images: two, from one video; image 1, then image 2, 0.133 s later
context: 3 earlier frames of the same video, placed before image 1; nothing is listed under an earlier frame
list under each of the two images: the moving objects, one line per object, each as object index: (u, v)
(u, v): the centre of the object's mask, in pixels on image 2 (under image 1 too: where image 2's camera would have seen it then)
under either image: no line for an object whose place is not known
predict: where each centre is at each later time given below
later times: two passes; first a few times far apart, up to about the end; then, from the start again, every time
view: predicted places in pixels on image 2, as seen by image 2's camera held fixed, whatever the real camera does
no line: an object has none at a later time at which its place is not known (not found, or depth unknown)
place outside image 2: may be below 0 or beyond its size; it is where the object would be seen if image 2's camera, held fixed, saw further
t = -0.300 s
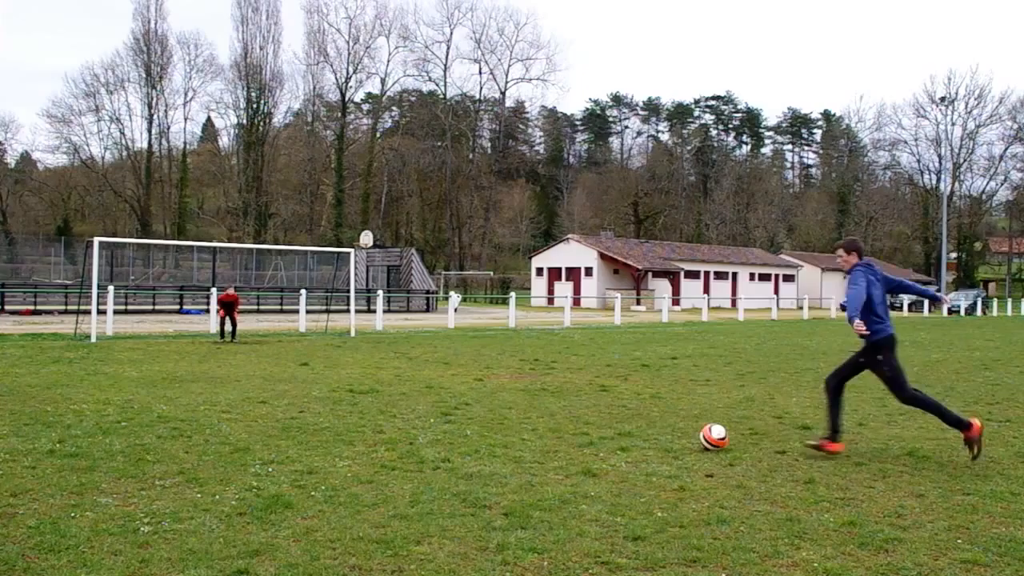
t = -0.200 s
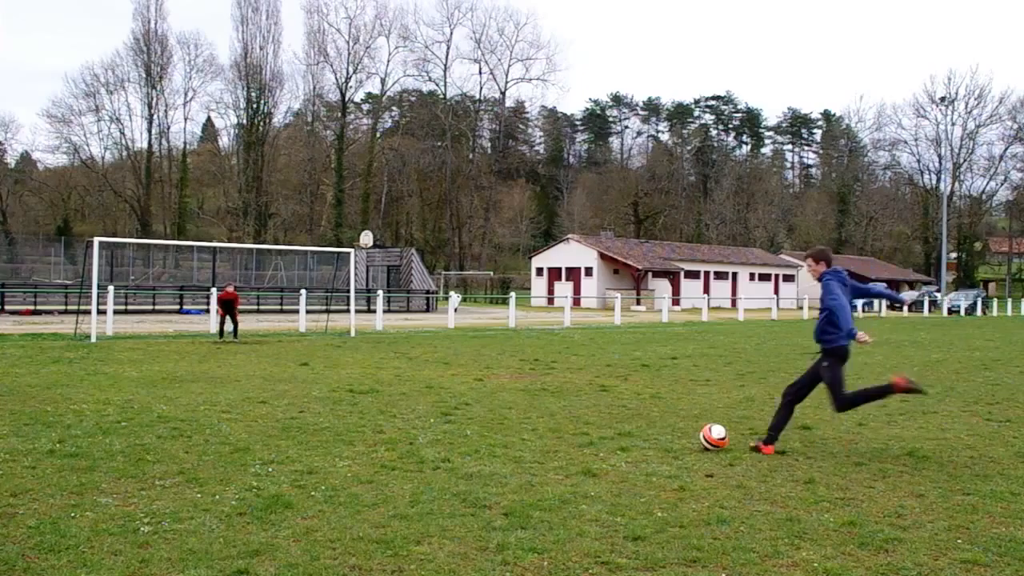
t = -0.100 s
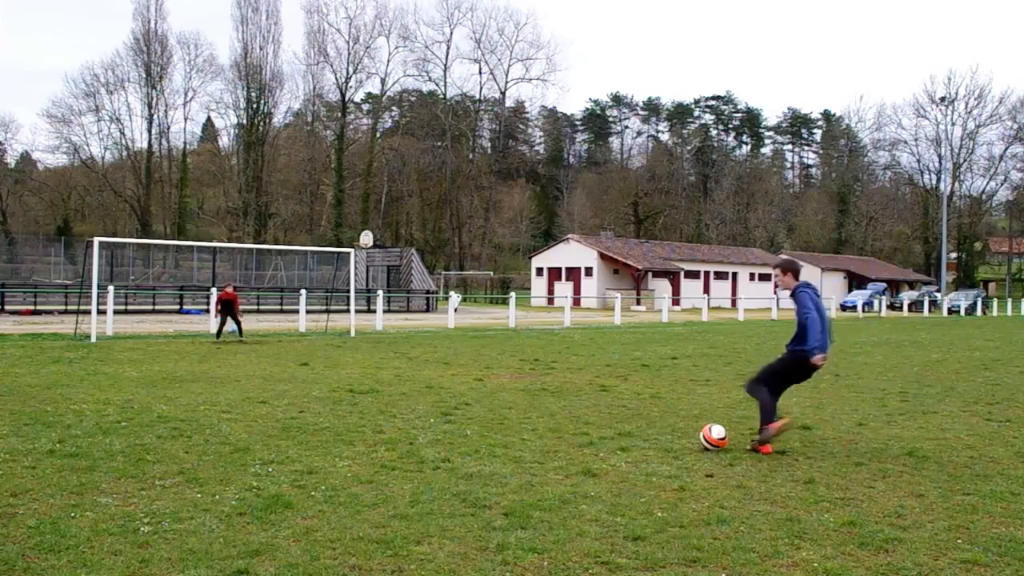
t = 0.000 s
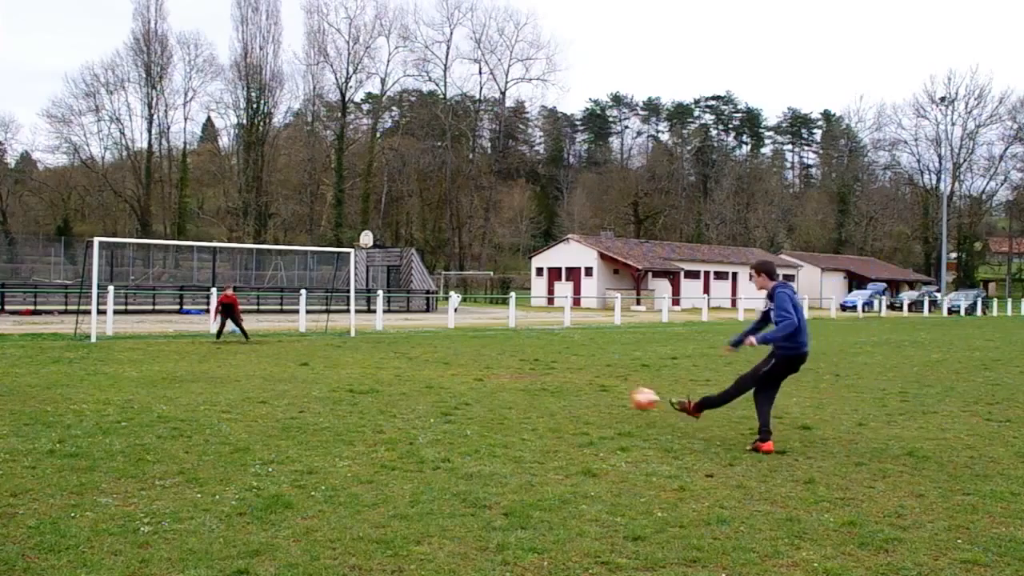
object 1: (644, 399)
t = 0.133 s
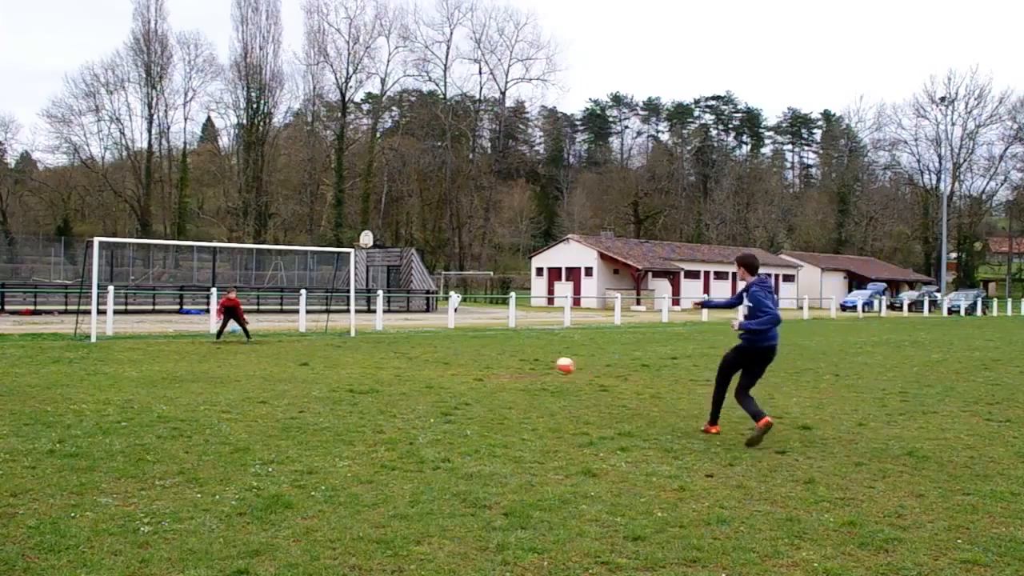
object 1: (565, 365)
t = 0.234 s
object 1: (529, 358)
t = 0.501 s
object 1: (483, 345)
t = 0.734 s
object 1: (466, 337)
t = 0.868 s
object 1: (461, 335)
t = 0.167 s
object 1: (551, 362)
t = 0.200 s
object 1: (539, 359)
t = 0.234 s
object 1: (529, 358)
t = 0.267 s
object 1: (520, 358)
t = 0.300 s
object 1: (512, 358)
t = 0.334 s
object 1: (505, 359)
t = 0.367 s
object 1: (499, 358)
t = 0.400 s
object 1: (494, 354)
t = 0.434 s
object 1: (491, 350)
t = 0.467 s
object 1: (486, 347)
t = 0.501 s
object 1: (483, 345)
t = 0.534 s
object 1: (480, 343)
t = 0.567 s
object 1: (477, 343)
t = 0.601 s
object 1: (474, 343)
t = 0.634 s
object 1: (471, 343)
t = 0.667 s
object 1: (470, 340)
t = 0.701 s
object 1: (468, 338)
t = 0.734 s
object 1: (466, 337)
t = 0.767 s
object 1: (465, 336)
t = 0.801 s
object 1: (463, 336)
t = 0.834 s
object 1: (462, 336)
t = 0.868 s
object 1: (461, 335)
